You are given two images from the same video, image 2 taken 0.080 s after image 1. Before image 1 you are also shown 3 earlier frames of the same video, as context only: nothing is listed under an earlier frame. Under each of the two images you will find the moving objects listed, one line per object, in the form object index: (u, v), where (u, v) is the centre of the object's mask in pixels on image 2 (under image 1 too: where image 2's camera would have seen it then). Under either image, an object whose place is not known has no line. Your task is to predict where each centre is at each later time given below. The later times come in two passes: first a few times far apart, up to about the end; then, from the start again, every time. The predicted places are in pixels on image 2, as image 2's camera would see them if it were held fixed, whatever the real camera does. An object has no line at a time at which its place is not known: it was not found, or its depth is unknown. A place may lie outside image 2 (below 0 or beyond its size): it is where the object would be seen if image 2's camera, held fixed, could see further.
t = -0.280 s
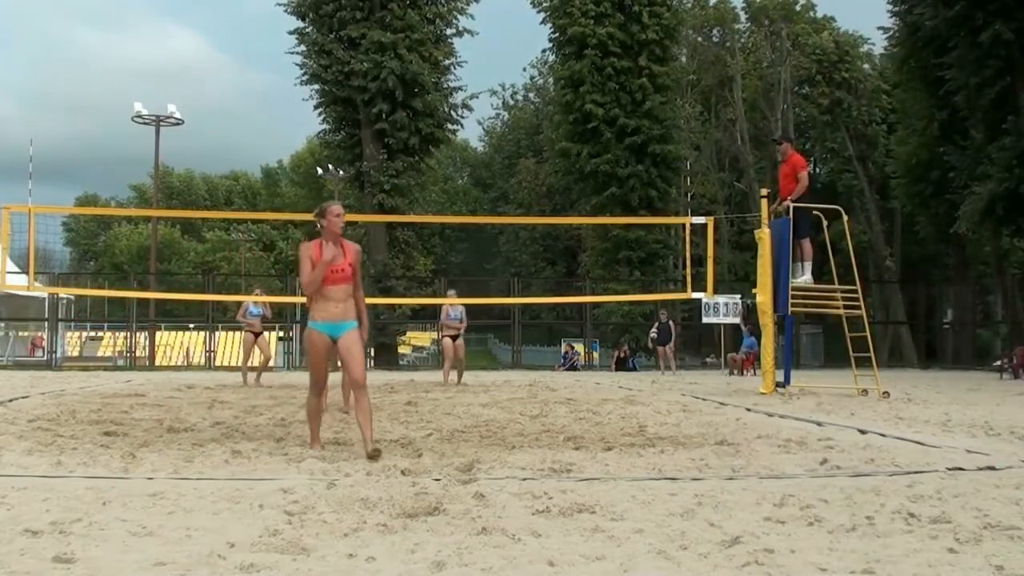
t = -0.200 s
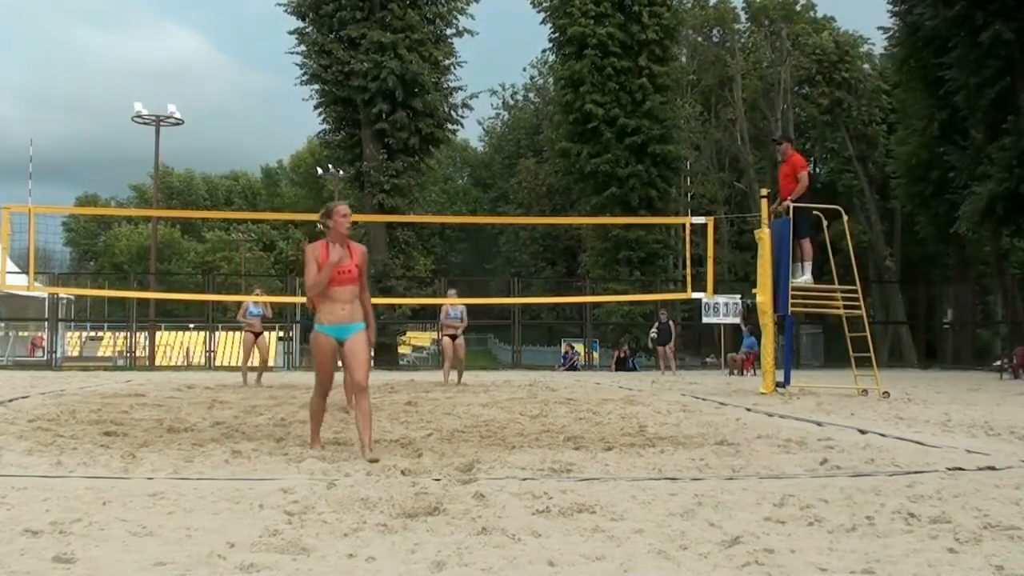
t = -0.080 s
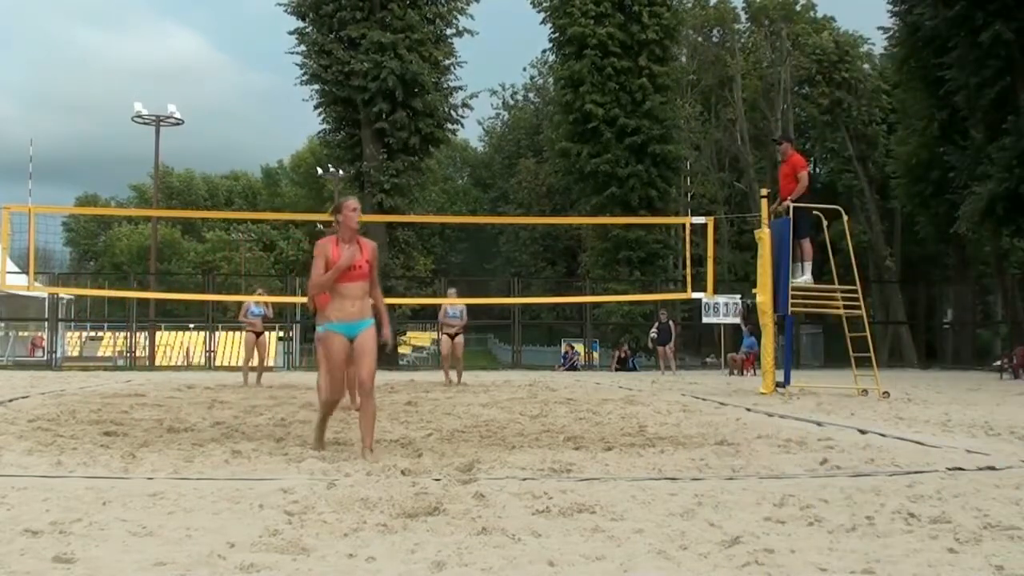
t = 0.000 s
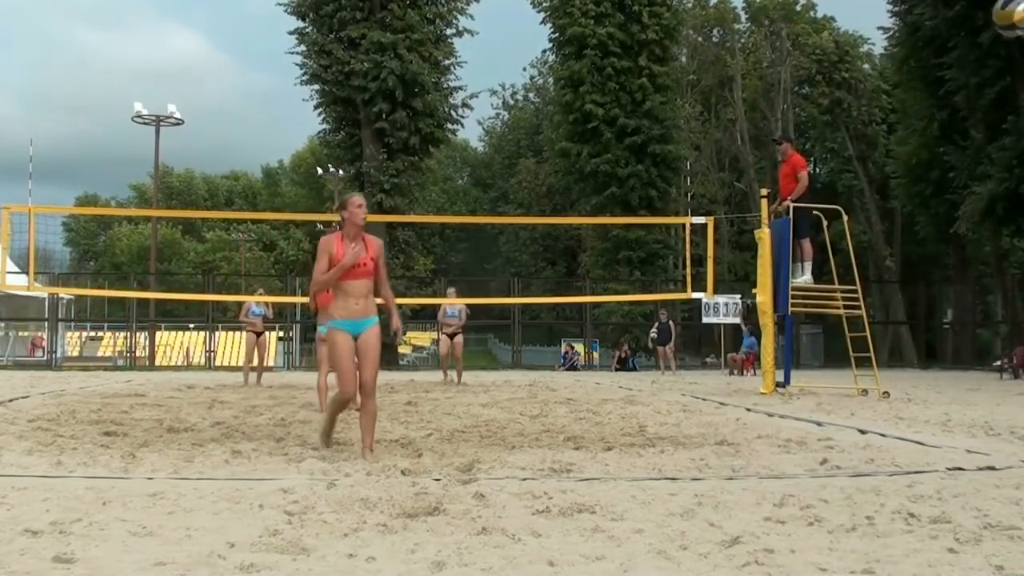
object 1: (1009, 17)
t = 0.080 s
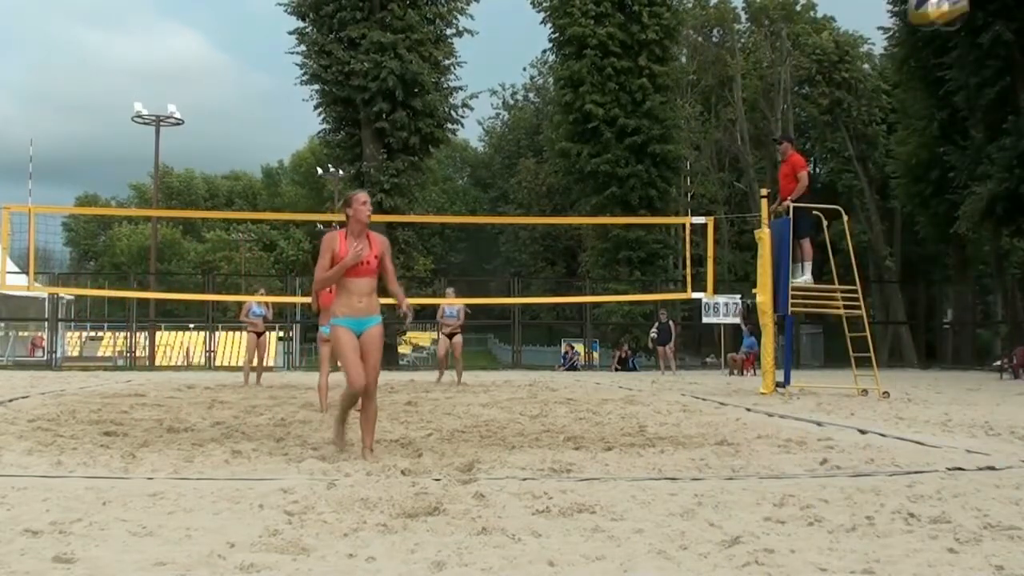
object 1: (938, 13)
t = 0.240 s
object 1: (776, 29)
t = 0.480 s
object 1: (560, 142)
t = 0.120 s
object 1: (894, 12)
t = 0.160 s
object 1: (858, 14)
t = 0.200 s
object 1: (814, 18)
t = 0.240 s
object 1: (776, 29)
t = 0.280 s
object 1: (738, 41)
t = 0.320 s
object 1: (701, 57)
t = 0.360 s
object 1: (665, 74)
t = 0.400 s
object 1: (629, 95)
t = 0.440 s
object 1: (593, 118)
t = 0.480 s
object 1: (560, 142)
